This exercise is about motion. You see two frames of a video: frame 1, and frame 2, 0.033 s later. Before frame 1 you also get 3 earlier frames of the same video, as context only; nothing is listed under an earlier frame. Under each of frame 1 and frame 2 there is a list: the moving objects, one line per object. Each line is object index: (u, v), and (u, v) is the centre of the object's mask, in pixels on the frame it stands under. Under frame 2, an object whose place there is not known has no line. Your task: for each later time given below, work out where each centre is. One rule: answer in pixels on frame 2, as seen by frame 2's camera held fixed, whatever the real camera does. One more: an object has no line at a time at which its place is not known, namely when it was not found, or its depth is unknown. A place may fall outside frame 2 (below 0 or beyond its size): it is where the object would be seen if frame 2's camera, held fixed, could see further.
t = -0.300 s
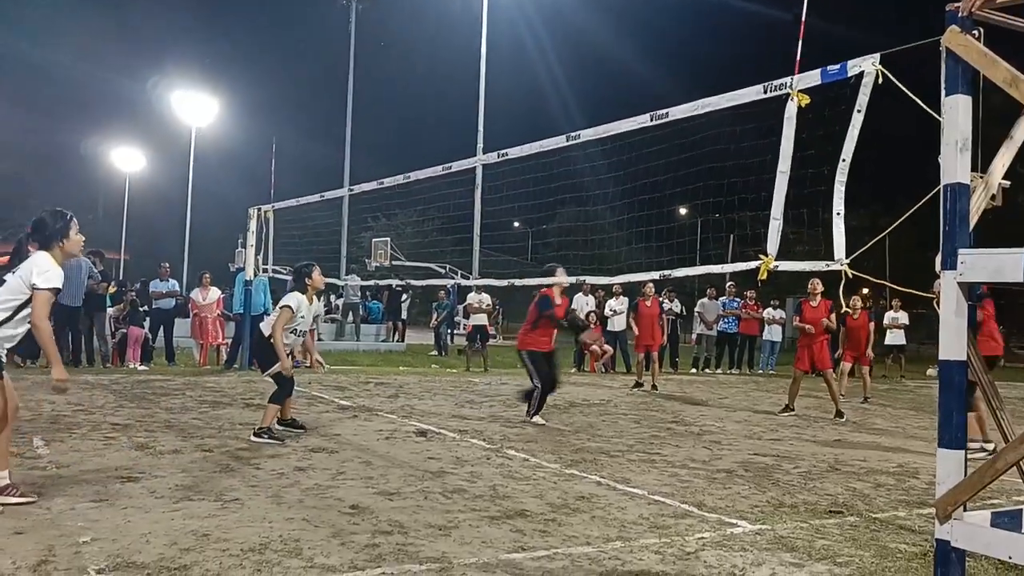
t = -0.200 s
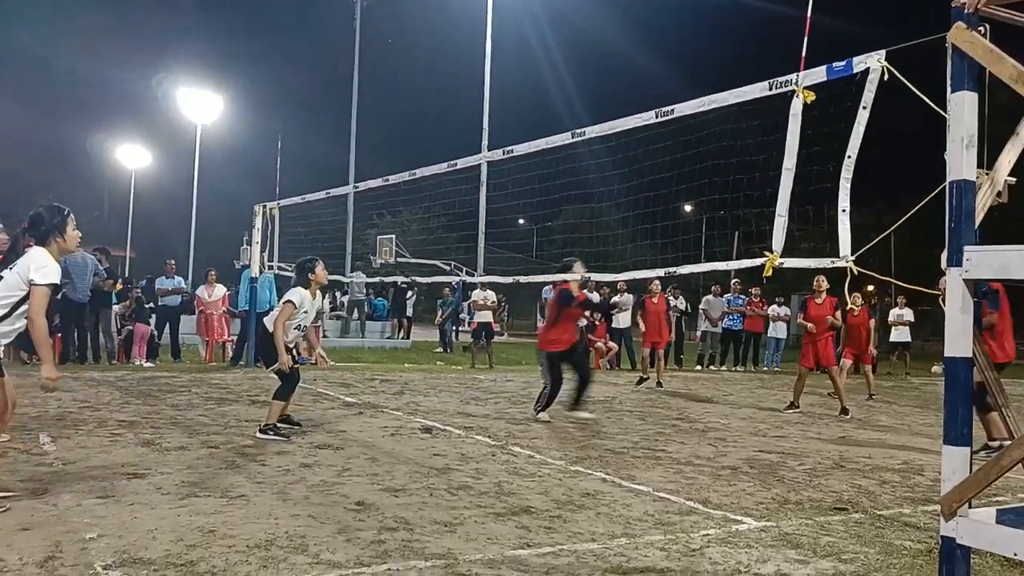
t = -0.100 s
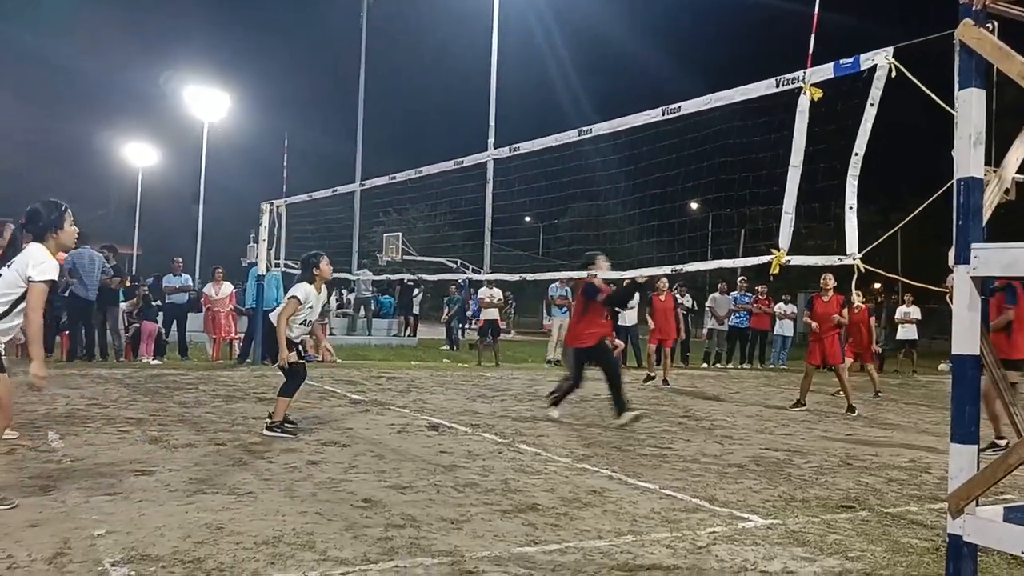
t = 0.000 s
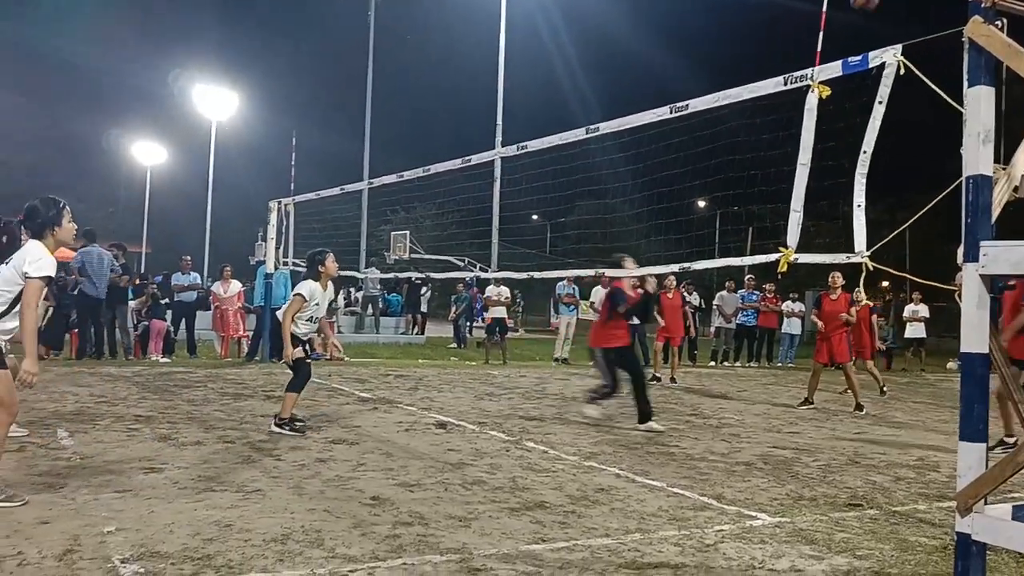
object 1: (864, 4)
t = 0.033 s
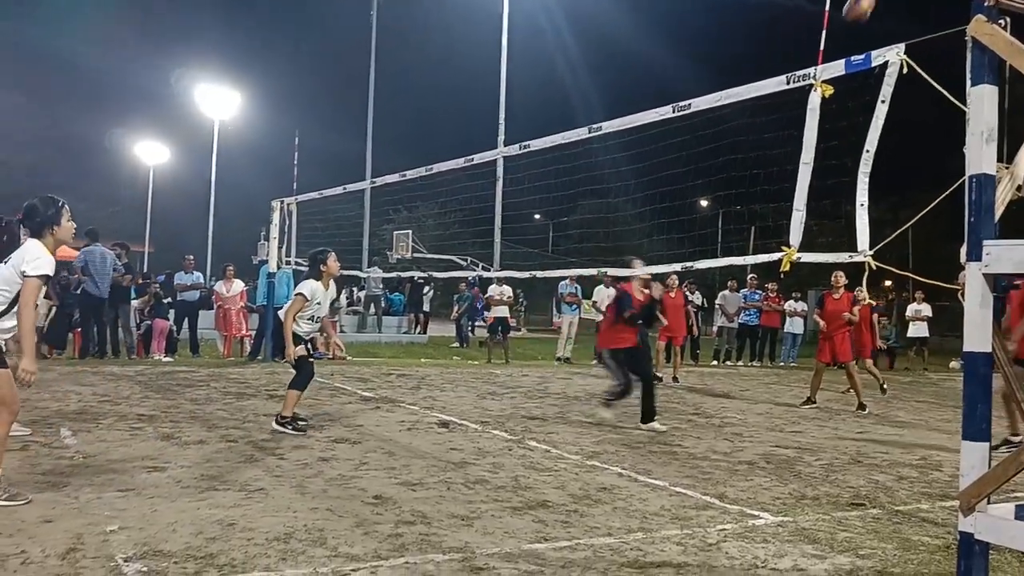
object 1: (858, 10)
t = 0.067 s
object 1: (848, 20)
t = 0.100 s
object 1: (839, 36)
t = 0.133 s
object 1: (826, 50)
